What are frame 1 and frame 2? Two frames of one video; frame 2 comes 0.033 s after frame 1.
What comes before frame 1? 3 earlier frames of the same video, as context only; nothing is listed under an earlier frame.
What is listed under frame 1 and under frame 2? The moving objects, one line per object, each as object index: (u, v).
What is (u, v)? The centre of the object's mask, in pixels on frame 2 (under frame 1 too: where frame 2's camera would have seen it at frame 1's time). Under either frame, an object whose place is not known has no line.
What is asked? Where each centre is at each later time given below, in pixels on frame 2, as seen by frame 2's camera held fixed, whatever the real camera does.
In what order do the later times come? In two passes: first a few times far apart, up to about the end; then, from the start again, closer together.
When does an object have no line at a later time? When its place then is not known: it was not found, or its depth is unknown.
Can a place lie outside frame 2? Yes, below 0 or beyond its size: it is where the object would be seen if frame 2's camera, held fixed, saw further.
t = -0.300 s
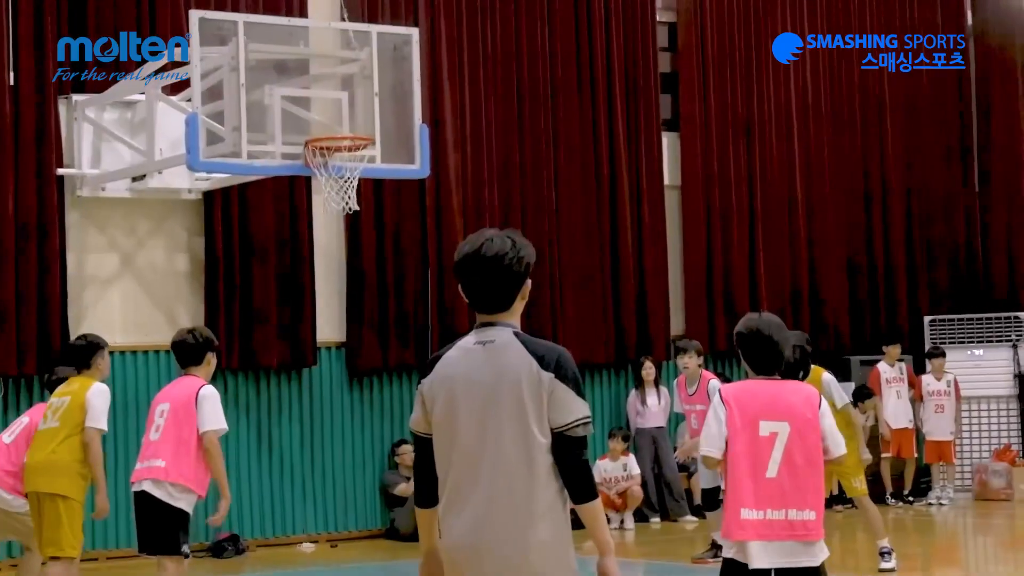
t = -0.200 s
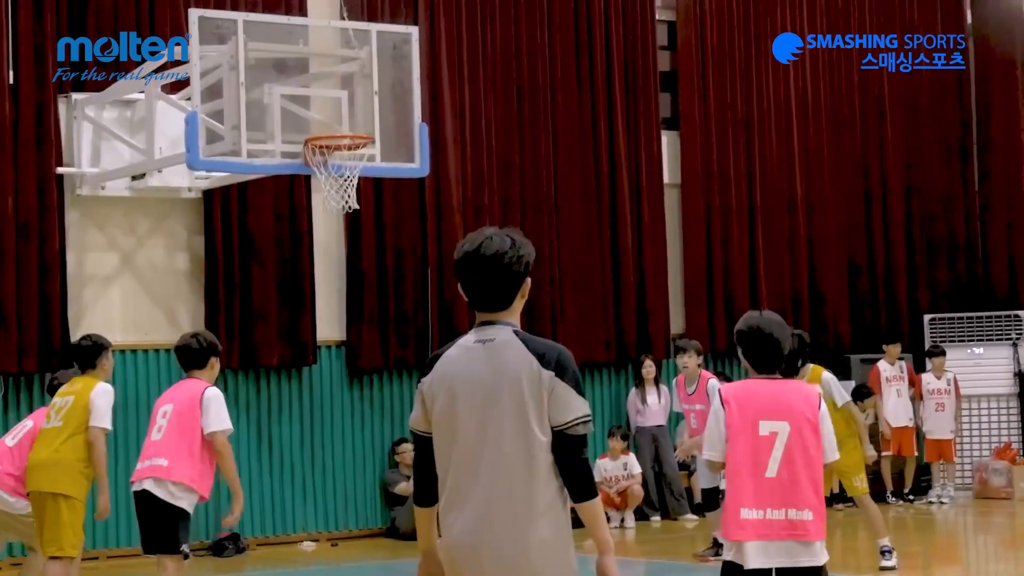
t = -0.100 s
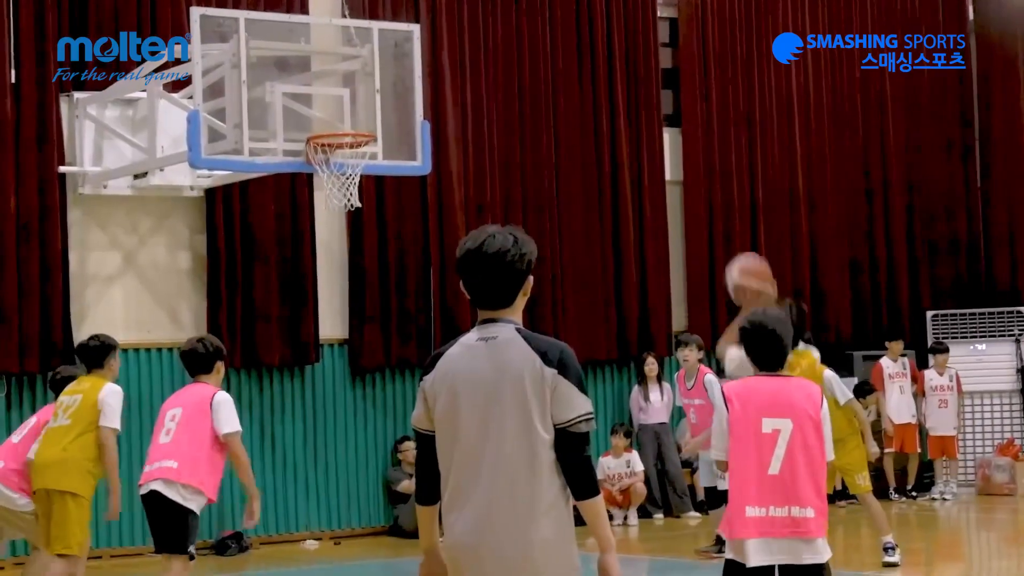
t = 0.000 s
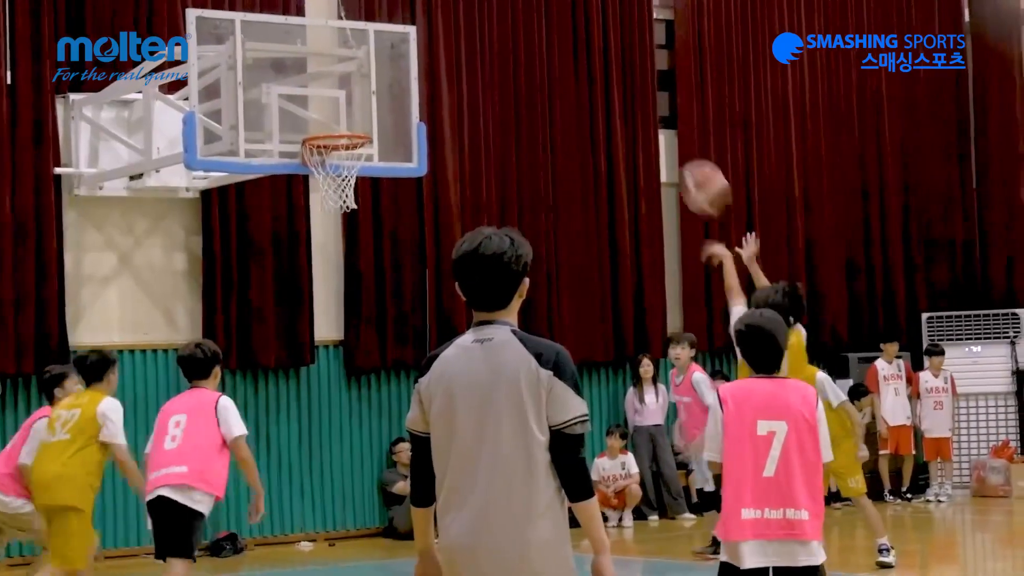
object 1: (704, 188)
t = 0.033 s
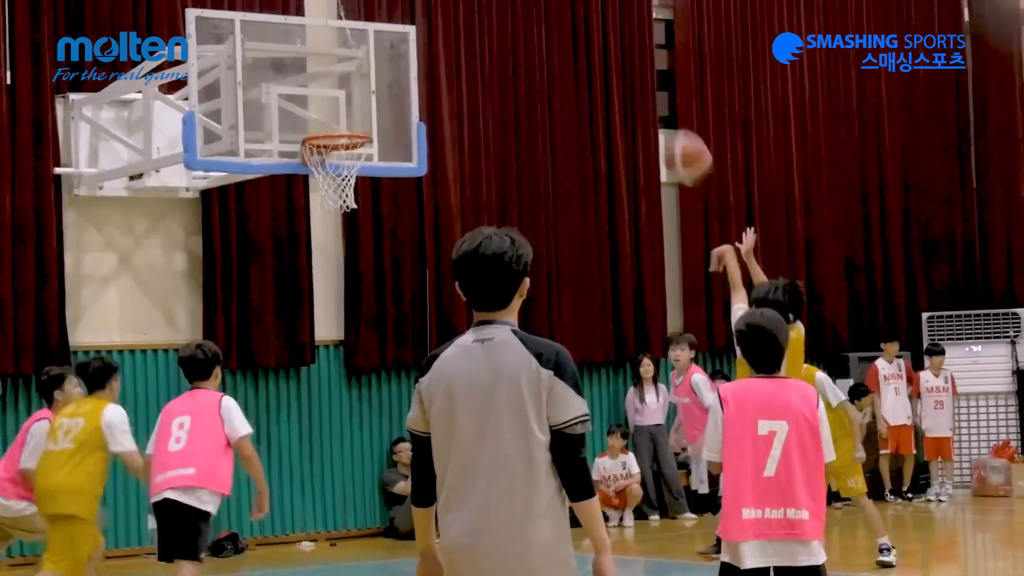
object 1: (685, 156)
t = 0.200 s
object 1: (606, 44)
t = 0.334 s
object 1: (551, 2)
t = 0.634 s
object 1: (438, -1)
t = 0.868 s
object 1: (368, 74)
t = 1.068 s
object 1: (340, 191)
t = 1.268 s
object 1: (356, 264)
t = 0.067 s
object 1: (669, 130)
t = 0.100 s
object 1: (652, 104)
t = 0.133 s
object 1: (636, 82)
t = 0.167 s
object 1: (621, 62)
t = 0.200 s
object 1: (606, 44)
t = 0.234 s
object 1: (592, 28)
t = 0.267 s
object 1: (577, 16)
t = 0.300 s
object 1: (563, 9)
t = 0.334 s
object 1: (551, 2)
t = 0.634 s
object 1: (438, -1)
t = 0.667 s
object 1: (428, 2)
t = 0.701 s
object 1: (418, 7)
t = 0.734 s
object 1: (408, 15)
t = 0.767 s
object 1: (398, 27)
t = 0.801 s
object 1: (387, 44)
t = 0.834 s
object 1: (378, 58)
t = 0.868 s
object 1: (368, 74)
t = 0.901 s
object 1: (357, 92)
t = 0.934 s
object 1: (349, 113)
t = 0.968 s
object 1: (342, 126)
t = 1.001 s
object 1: (332, 155)
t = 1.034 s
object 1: (332, 161)
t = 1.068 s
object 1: (340, 191)
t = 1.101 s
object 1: (341, 196)
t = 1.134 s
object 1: (344, 203)
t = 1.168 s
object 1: (346, 216)
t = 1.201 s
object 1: (350, 230)
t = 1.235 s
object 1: (354, 247)
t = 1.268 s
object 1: (356, 264)
